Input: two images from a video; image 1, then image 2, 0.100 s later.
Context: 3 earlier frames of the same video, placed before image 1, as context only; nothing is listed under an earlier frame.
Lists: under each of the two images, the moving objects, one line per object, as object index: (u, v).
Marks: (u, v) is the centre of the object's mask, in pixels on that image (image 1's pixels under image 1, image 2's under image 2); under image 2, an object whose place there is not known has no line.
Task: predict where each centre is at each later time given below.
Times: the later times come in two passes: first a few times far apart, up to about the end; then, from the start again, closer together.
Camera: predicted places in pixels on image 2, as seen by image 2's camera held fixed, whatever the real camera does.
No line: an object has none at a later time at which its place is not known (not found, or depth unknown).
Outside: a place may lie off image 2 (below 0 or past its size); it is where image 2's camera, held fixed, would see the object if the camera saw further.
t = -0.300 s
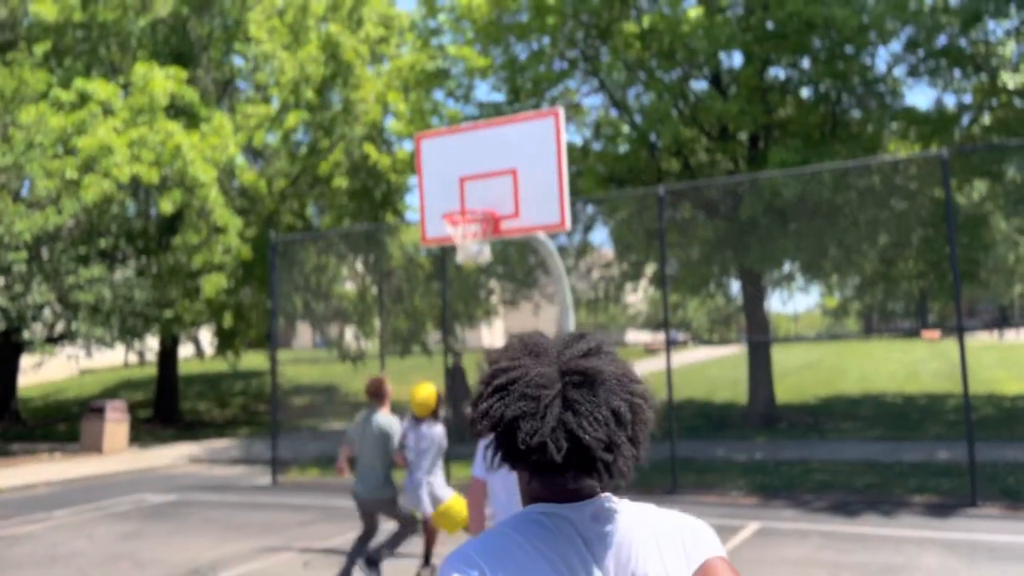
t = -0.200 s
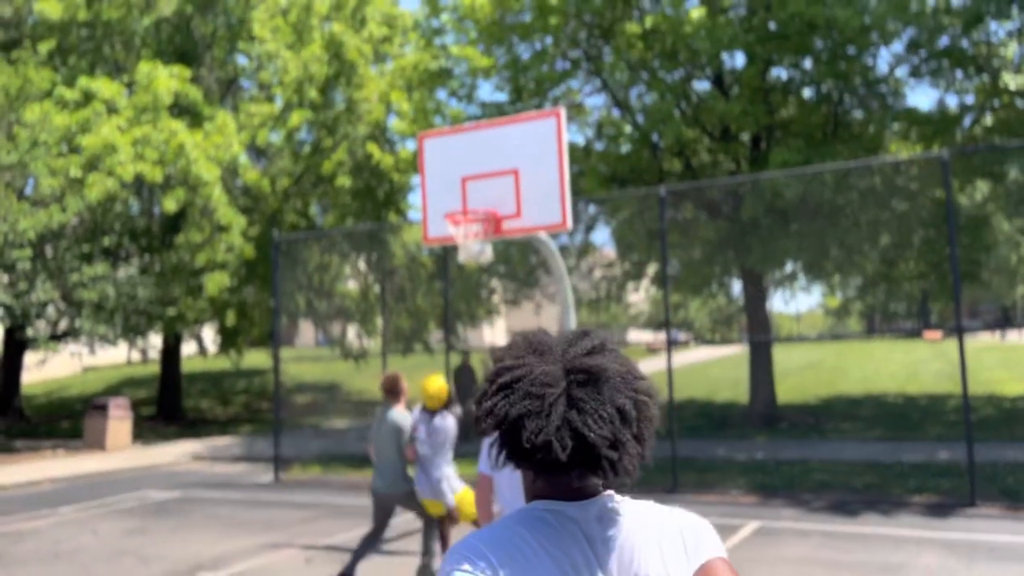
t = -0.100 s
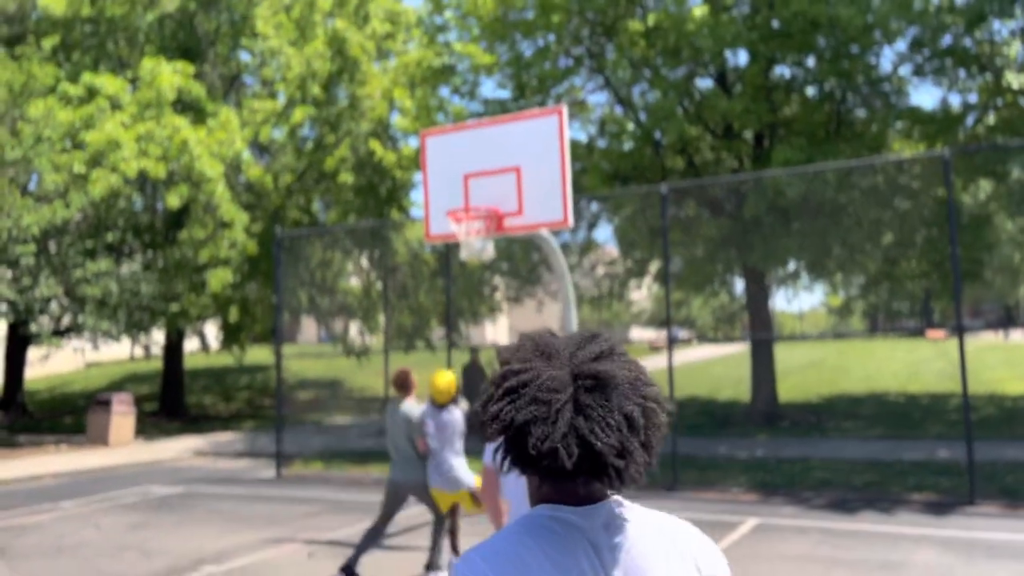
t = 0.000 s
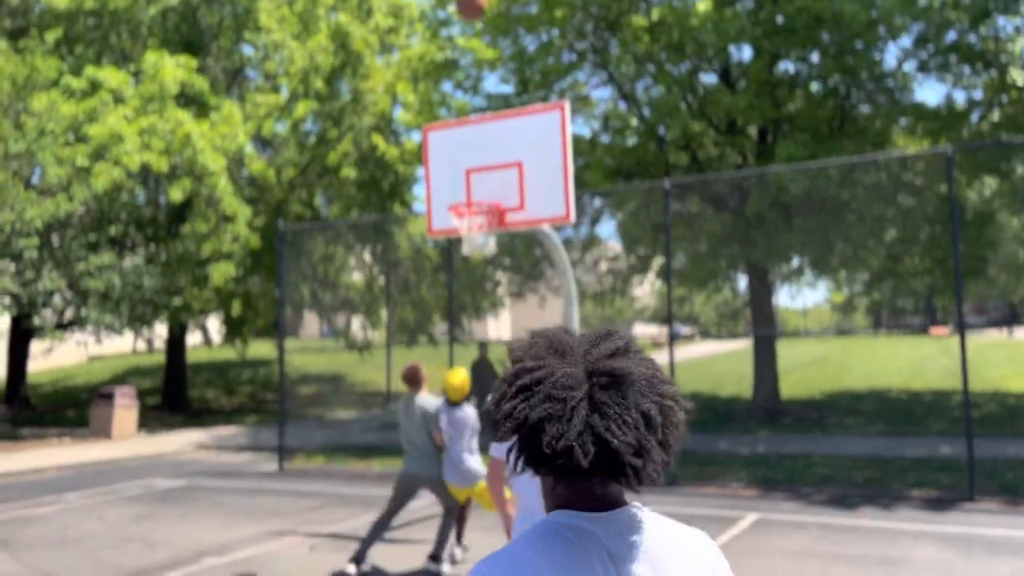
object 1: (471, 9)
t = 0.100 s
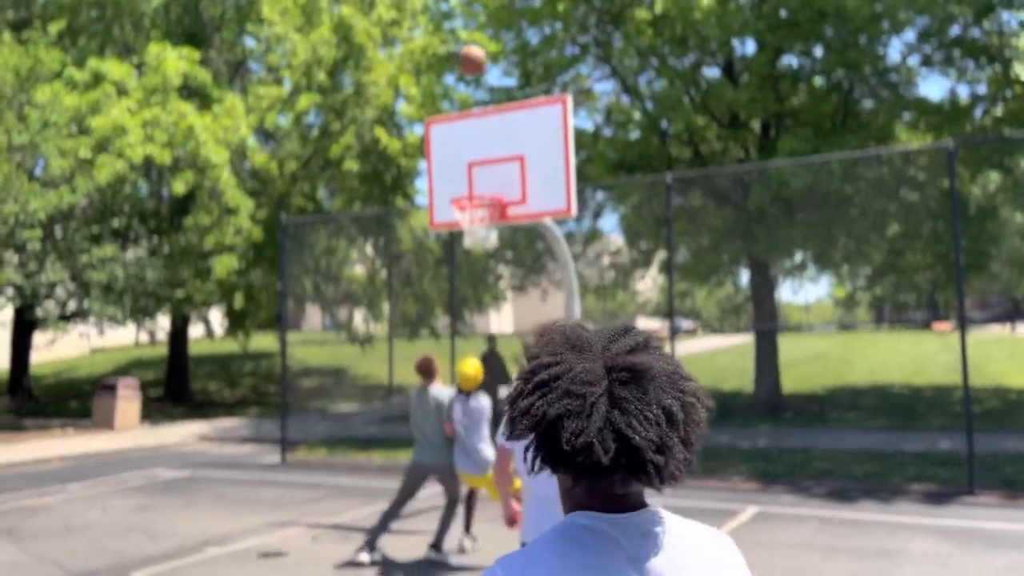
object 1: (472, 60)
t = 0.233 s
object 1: (470, 152)
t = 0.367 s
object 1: (486, 238)
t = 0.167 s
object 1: (471, 105)
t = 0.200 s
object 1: (470, 127)
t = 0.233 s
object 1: (470, 152)
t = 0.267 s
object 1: (470, 176)
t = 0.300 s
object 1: (469, 201)
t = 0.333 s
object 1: (480, 210)
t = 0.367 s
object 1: (486, 238)
